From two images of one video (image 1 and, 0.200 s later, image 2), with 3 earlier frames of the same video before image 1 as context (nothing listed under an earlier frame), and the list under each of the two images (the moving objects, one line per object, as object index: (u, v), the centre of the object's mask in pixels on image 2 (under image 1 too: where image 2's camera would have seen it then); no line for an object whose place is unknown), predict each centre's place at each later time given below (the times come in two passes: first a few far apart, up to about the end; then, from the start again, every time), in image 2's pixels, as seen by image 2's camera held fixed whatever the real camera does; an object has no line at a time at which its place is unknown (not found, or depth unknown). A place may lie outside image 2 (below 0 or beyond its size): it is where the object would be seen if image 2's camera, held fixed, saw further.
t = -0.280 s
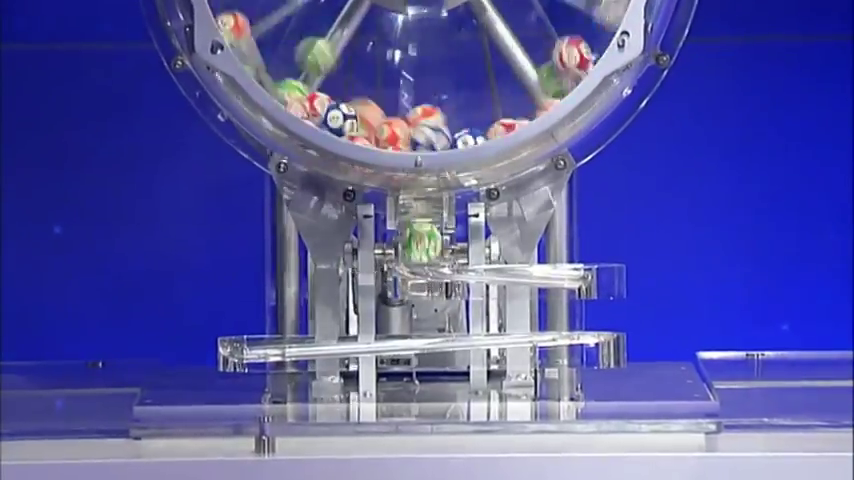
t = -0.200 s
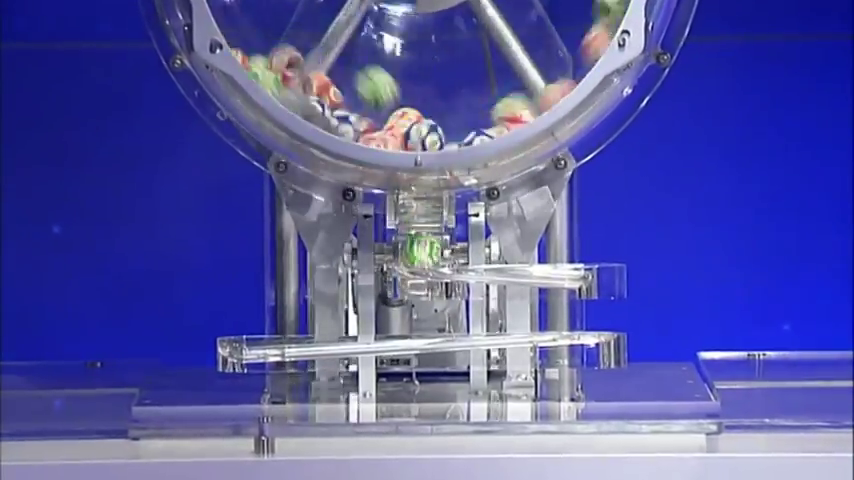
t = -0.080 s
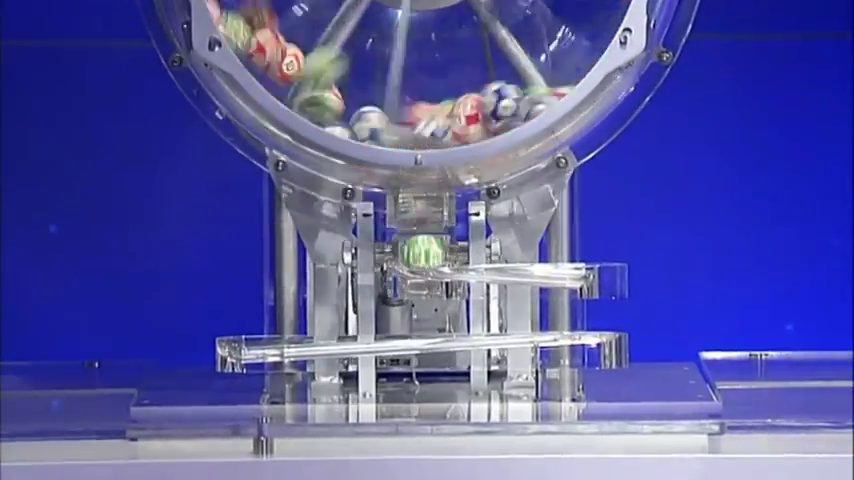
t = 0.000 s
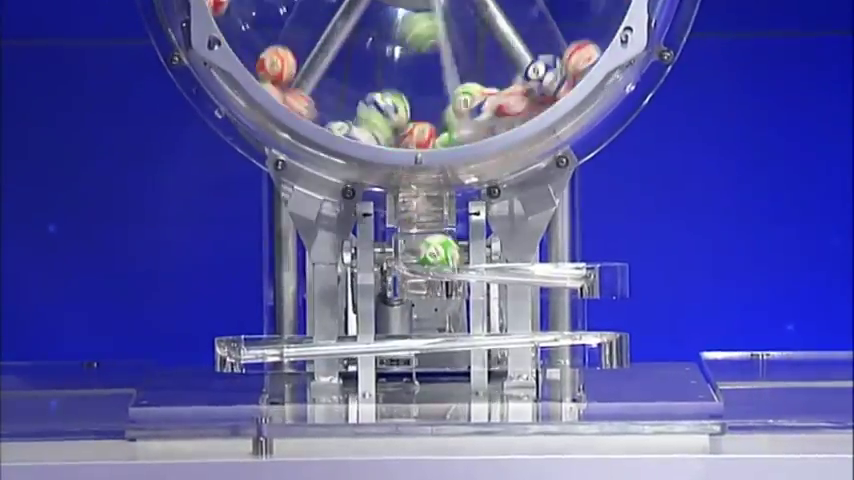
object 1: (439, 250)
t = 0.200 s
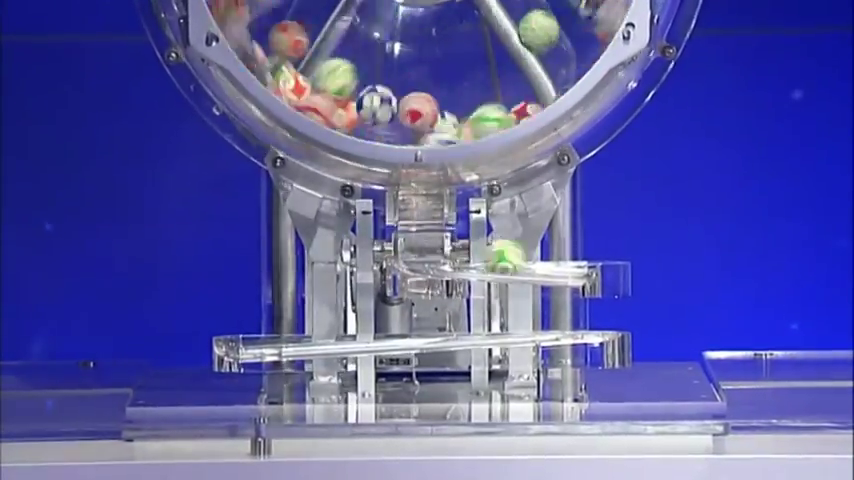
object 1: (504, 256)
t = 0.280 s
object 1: (535, 258)
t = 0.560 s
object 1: (601, 288)
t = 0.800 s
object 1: (600, 313)
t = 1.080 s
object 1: (594, 316)
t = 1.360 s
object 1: (571, 318)
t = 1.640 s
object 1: (530, 320)
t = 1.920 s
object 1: (473, 324)
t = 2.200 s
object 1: (405, 328)
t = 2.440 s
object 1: (336, 332)
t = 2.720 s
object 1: (247, 335)
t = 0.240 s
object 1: (519, 255)
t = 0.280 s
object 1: (535, 258)
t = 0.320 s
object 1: (552, 259)
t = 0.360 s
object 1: (568, 261)
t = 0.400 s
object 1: (585, 263)
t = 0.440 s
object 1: (600, 272)
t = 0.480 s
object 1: (602, 277)
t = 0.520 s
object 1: (602, 281)
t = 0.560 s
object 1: (601, 288)
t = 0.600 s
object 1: (602, 299)
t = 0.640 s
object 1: (602, 314)
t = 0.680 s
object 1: (596, 313)
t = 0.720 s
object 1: (598, 314)
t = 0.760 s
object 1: (599, 312)
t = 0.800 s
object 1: (600, 313)
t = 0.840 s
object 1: (600, 315)
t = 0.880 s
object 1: (601, 314)
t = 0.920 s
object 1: (600, 315)
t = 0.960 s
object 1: (600, 316)
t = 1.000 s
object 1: (598, 315)
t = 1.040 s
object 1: (597, 316)
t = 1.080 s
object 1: (594, 316)
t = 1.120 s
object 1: (592, 317)
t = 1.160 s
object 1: (590, 317)
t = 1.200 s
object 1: (587, 317)
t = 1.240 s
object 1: (583, 317)
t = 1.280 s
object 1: (580, 318)
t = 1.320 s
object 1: (575, 319)
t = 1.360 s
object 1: (571, 318)
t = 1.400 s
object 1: (566, 318)
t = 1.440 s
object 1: (561, 318)
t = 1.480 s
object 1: (556, 319)
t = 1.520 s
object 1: (549, 319)
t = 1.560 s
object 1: (543, 319)
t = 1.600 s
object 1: (537, 319)
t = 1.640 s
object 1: (530, 320)
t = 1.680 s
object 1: (522, 321)
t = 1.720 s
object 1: (515, 322)
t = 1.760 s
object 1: (508, 322)
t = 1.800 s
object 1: (500, 321)
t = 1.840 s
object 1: (492, 323)
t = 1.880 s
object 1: (483, 322)
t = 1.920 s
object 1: (473, 324)
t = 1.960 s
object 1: (465, 324)
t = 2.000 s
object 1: (455, 325)
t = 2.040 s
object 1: (445, 327)
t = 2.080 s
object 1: (435, 327)
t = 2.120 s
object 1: (426, 326)
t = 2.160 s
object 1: (416, 327)
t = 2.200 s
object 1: (405, 328)
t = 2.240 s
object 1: (394, 328)
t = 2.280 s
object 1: (384, 329)
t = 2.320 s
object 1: (373, 329)
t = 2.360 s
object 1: (360, 330)
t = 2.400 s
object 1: (348, 331)
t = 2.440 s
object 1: (336, 332)
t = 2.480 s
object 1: (324, 332)
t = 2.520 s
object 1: (312, 333)
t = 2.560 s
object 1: (298, 334)
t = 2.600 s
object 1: (287, 333)
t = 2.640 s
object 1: (274, 335)
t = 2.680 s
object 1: (261, 335)
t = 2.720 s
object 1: (247, 335)
